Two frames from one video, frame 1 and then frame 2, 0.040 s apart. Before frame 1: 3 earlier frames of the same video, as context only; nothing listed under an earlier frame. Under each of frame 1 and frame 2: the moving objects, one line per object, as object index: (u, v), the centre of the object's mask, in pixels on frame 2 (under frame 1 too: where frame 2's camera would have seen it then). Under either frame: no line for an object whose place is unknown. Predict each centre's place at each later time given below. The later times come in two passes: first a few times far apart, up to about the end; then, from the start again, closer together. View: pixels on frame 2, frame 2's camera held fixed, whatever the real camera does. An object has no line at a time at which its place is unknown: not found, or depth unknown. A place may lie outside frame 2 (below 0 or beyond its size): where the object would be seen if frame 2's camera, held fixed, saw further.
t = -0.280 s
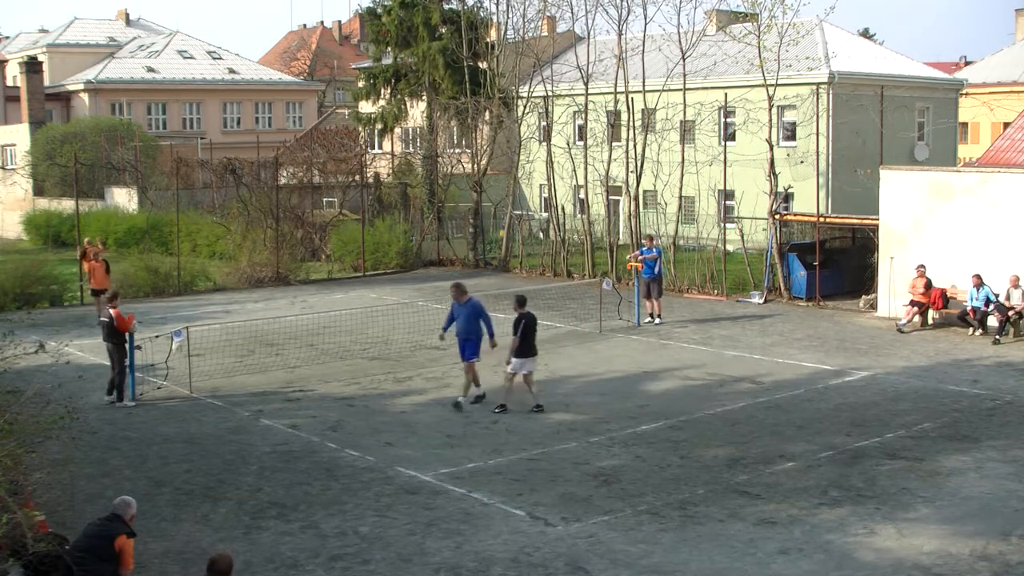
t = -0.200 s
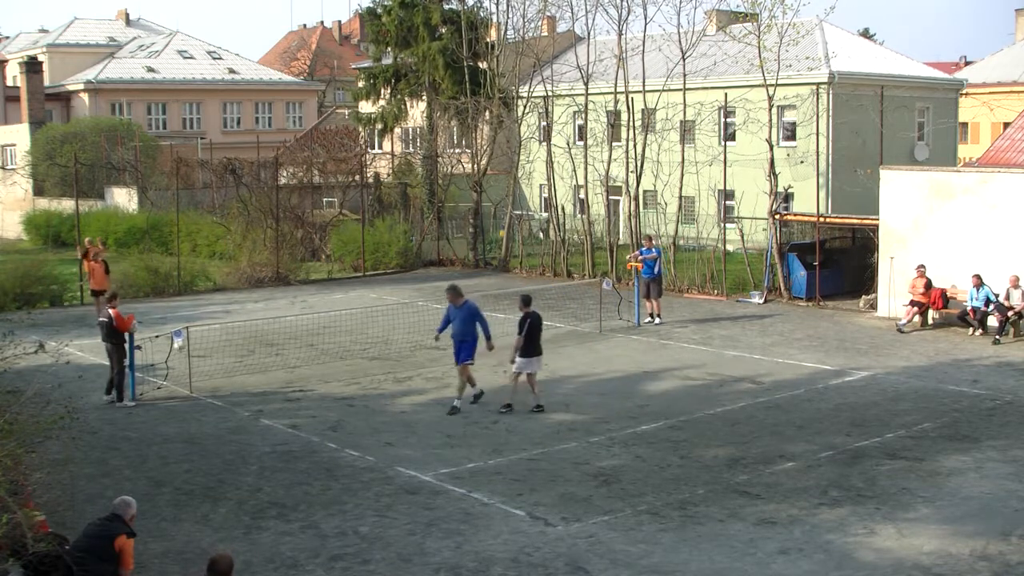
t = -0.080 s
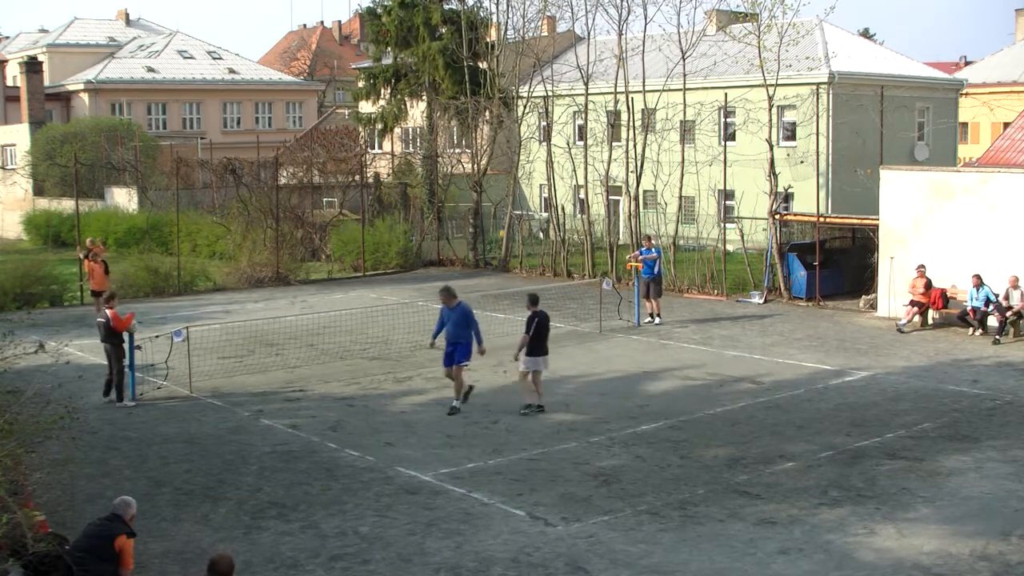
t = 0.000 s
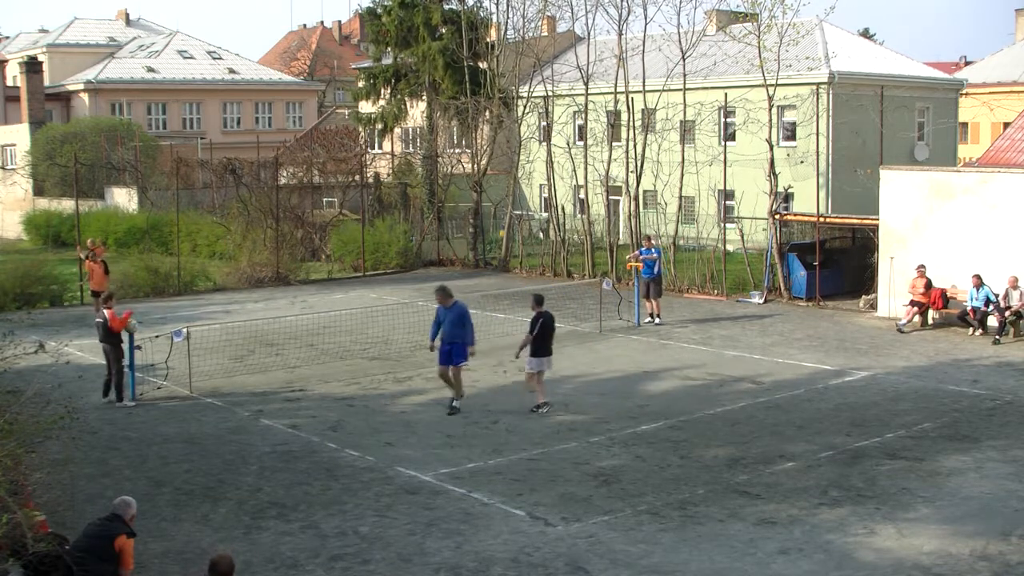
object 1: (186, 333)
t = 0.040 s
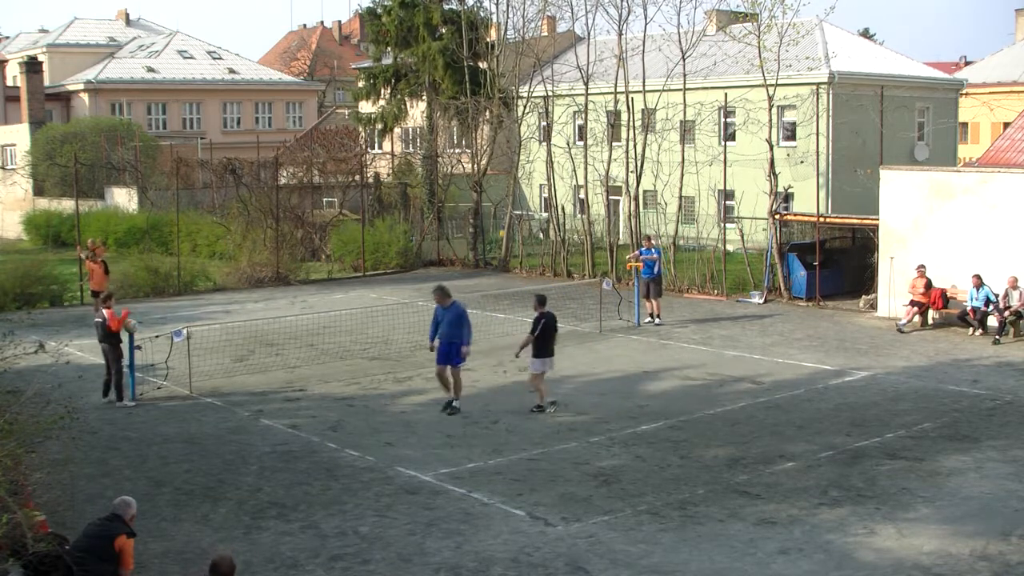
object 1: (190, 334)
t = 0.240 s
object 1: (195, 345)
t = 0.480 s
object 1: (204, 352)
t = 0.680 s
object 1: (212, 353)
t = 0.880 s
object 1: (222, 371)
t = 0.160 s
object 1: (192, 338)
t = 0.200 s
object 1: (194, 341)
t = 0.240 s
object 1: (195, 345)
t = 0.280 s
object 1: (198, 351)
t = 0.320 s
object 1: (199, 356)
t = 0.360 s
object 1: (201, 362)
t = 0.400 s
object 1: (201, 359)
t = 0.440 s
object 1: (204, 355)
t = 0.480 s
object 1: (204, 352)
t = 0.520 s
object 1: (206, 351)
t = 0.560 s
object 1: (206, 350)
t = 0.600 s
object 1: (208, 350)
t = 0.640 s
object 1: (210, 351)
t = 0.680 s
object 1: (212, 353)
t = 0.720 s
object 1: (213, 355)
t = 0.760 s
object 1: (215, 358)
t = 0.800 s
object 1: (218, 363)
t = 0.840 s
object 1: (219, 368)
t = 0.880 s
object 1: (222, 371)
